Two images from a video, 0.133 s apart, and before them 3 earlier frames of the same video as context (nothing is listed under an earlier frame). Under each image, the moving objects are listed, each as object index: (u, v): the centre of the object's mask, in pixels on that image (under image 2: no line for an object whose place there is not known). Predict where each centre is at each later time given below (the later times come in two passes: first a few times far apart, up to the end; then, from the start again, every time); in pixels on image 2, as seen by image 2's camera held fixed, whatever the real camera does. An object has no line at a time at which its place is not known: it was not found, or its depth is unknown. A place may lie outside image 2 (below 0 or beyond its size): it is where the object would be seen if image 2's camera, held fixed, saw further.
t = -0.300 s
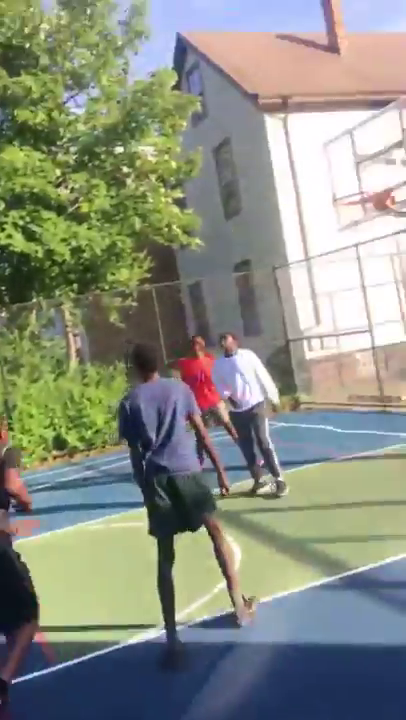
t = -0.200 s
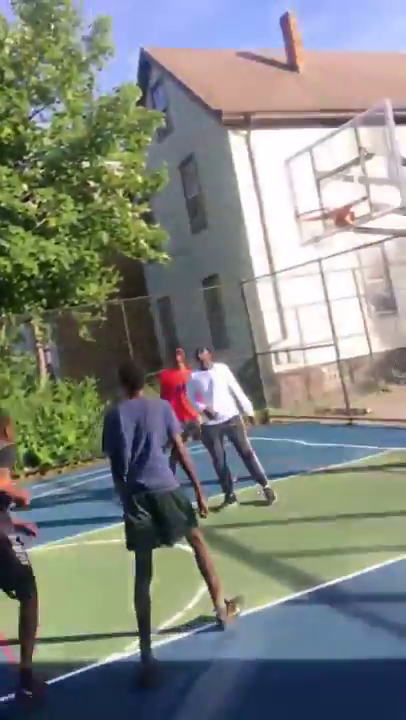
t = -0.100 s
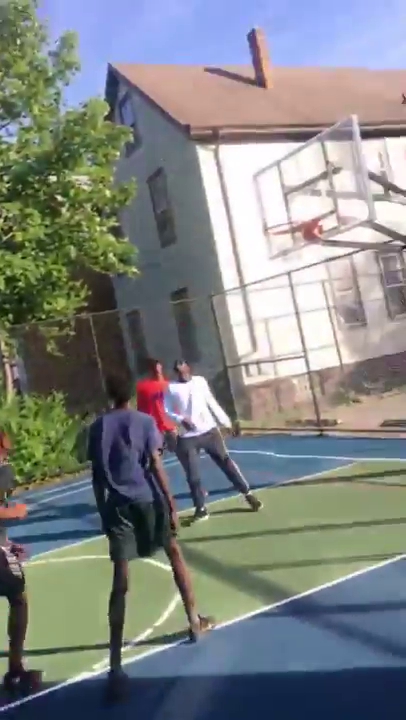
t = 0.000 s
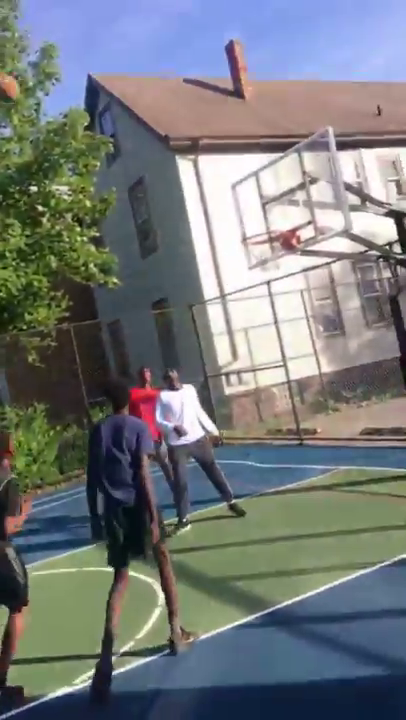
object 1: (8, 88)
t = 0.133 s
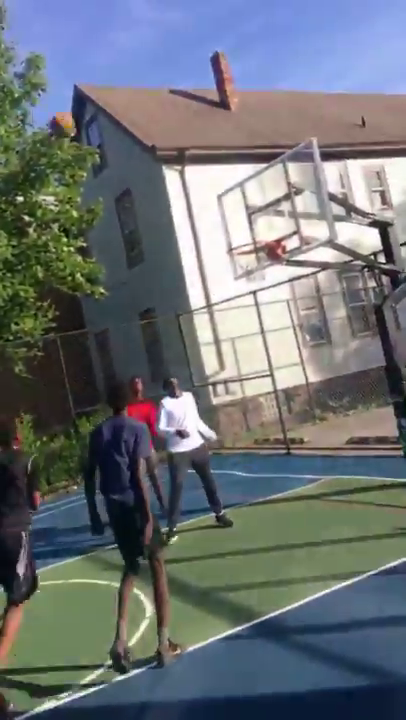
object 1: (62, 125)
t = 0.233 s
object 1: (113, 153)
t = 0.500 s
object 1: (222, 239)
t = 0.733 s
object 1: (213, 205)
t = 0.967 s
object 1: (215, 218)
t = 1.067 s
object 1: (217, 239)
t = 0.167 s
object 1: (80, 133)
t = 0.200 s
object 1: (97, 143)
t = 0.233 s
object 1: (113, 153)
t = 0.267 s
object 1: (129, 163)
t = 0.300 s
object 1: (146, 175)
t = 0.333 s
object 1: (161, 188)
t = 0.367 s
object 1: (176, 201)
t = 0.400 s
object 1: (192, 215)
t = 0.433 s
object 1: (207, 228)
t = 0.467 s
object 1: (222, 243)
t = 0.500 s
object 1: (222, 239)
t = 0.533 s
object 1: (221, 231)
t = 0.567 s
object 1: (218, 224)
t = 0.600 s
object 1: (217, 218)
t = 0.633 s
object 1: (216, 214)
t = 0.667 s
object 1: (215, 209)
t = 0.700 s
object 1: (214, 206)
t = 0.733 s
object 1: (213, 205)
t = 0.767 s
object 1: (213, 204)
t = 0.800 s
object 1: (213, 204)
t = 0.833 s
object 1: (213, 205)
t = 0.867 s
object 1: (213, 206)
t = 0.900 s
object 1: (214, 209)
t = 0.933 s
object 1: (214, 213)
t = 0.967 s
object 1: (215, 218)
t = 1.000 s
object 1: (215, 225)
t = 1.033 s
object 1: (217, 231)
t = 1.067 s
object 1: (217, 239)
